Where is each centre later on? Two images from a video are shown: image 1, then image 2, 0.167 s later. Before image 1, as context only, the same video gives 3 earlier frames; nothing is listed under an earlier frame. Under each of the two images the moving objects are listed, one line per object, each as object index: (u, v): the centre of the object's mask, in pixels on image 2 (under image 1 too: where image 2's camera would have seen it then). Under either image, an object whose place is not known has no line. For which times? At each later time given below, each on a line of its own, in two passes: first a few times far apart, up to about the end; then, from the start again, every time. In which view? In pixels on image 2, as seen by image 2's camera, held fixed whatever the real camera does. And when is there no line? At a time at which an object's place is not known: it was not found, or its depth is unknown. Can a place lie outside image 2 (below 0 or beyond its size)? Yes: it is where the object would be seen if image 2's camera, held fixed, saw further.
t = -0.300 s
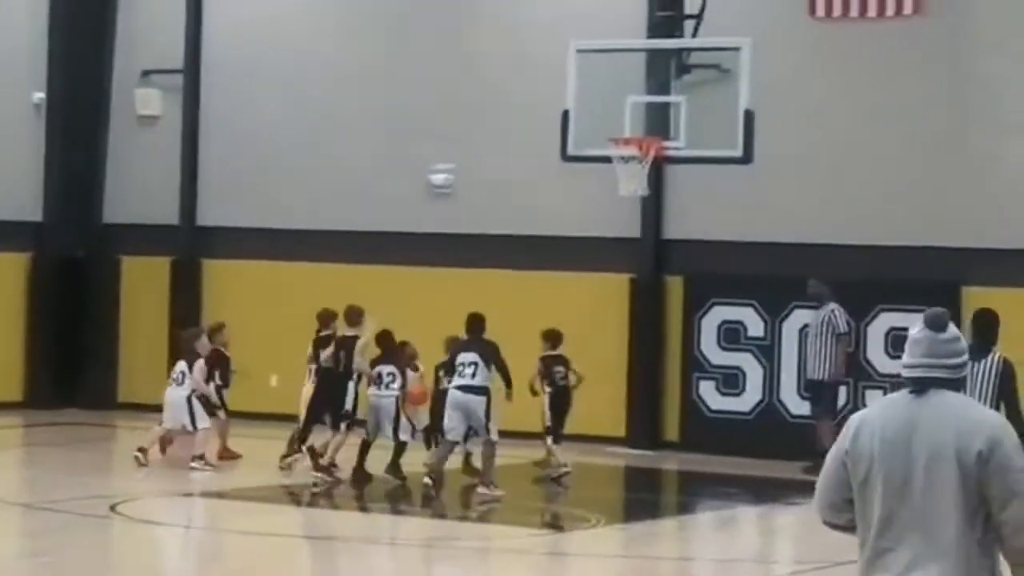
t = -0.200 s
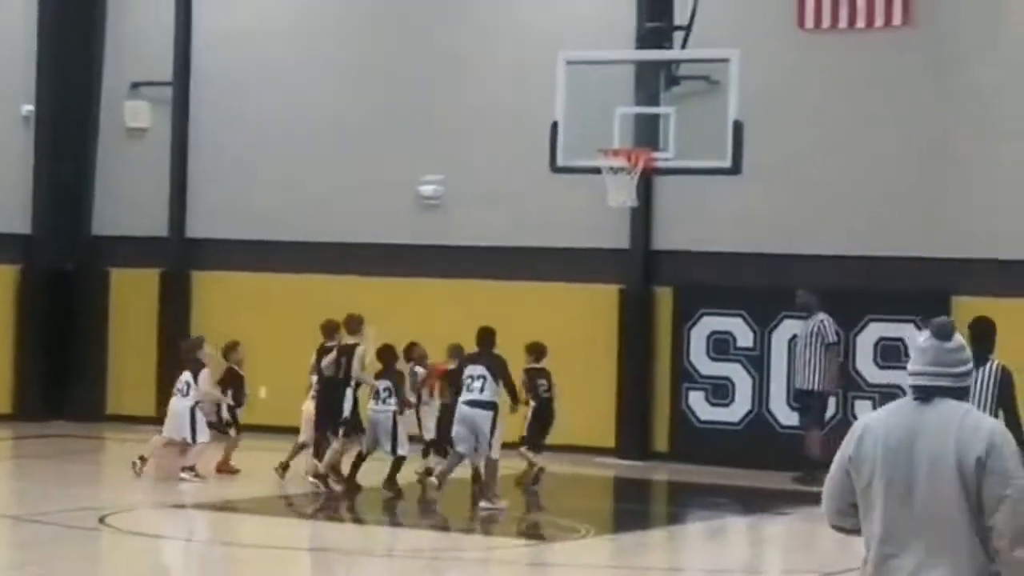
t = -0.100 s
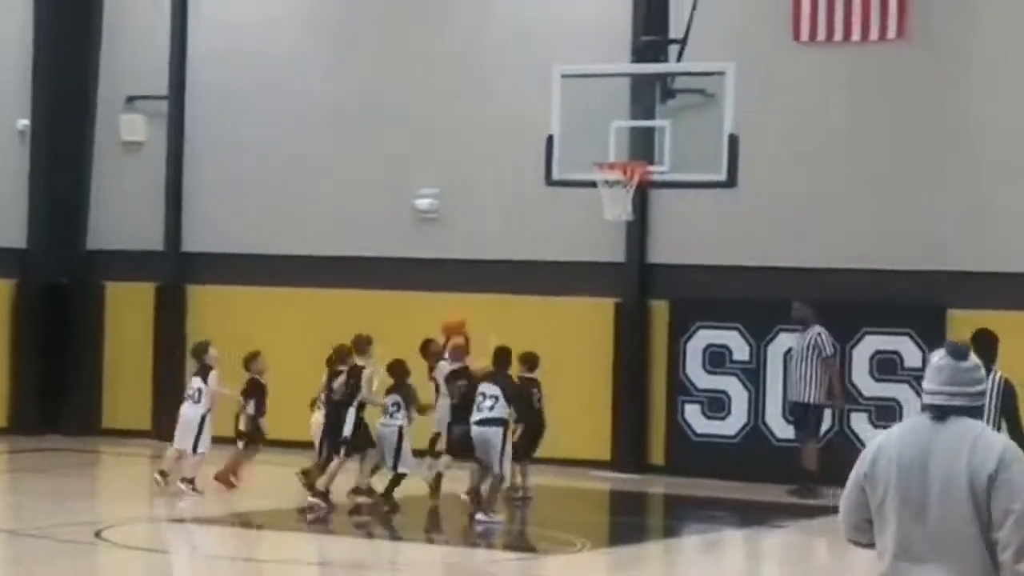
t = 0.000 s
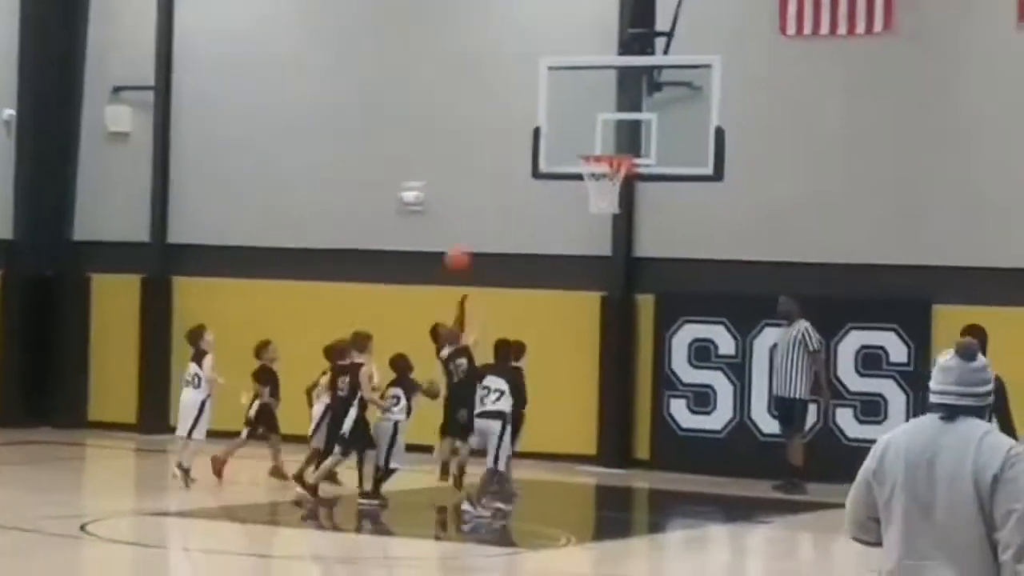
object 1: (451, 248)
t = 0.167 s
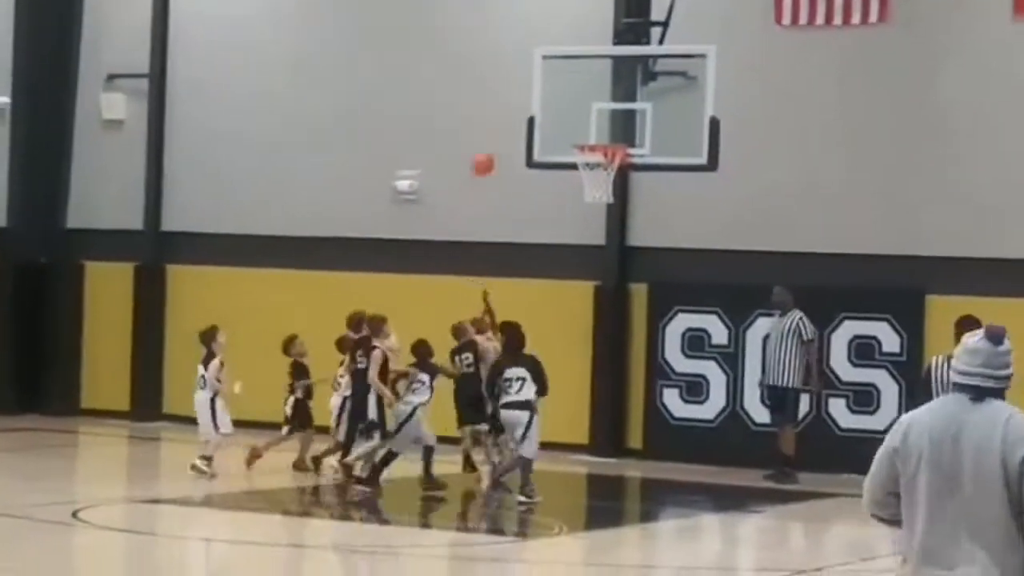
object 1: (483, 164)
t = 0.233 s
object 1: (494, 141)
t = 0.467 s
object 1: (534, 93)
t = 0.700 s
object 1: (570, 102)
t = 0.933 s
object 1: (601, 164)
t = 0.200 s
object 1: (488, 152)
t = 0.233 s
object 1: (494, 141)
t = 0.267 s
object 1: (500, 130)
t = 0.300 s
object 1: (505, 122)
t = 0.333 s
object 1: (512, 112)
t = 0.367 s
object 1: (517, 106)
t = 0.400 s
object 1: (523, 100)
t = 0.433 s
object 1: (528, 96)
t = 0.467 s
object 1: (534, 93)
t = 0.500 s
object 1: (538, 90)
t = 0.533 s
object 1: (544, 90)
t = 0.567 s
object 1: (549, 90)
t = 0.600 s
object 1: (554, 92)
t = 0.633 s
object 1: (559, 93)
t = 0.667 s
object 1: (563, 97)
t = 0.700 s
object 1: (570, 102)
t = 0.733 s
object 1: (575, 109)
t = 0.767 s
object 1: (580, 116)
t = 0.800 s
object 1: (585, 124)
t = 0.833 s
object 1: (592, 135)
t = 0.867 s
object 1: (593, 144)
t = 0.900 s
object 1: (598, 156)
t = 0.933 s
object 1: (601, 164)
